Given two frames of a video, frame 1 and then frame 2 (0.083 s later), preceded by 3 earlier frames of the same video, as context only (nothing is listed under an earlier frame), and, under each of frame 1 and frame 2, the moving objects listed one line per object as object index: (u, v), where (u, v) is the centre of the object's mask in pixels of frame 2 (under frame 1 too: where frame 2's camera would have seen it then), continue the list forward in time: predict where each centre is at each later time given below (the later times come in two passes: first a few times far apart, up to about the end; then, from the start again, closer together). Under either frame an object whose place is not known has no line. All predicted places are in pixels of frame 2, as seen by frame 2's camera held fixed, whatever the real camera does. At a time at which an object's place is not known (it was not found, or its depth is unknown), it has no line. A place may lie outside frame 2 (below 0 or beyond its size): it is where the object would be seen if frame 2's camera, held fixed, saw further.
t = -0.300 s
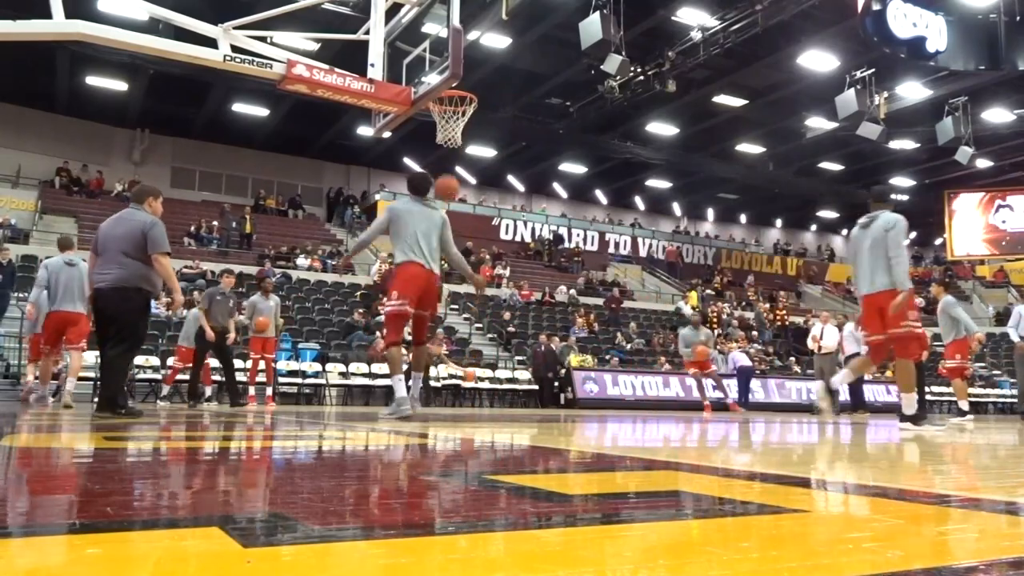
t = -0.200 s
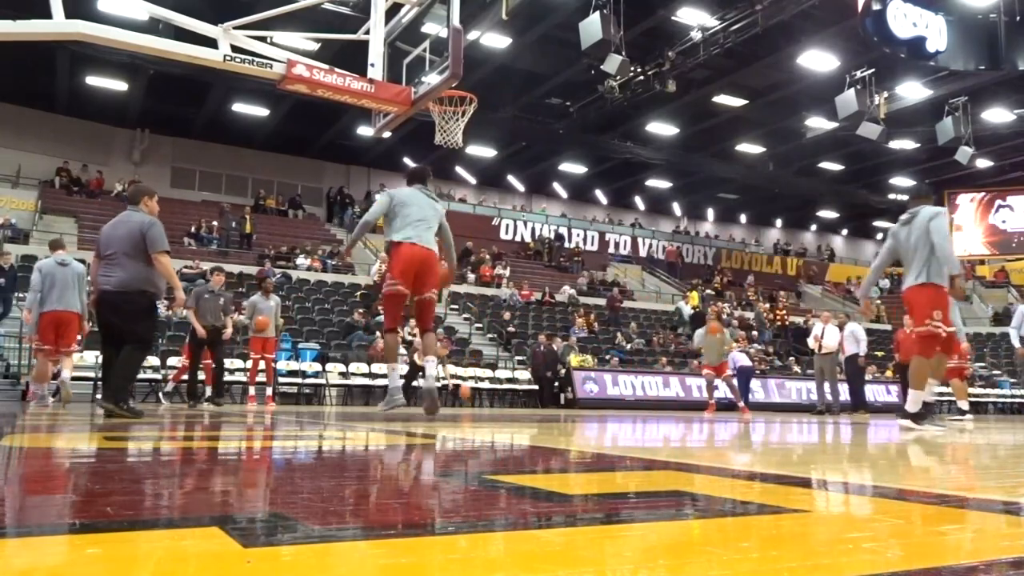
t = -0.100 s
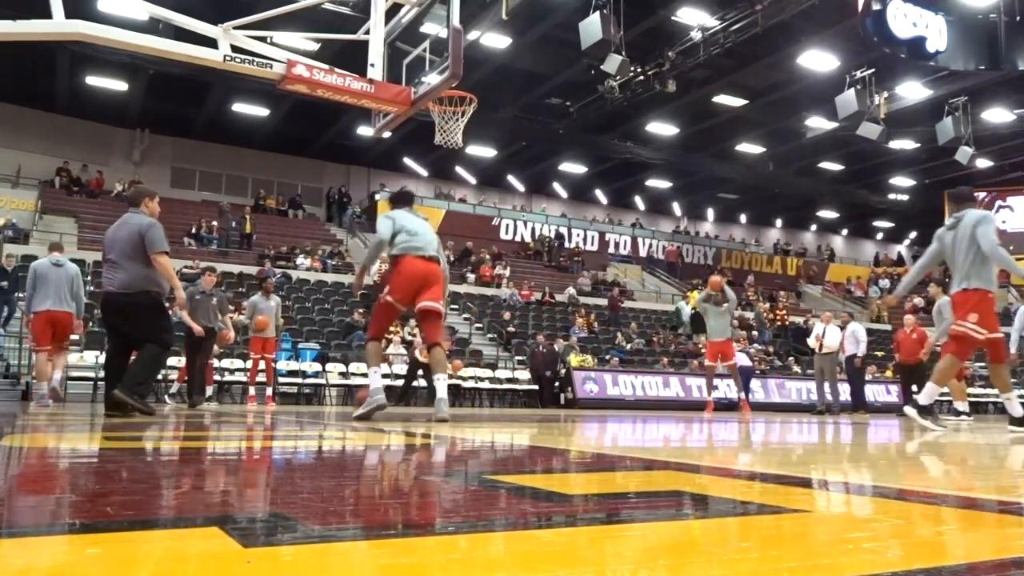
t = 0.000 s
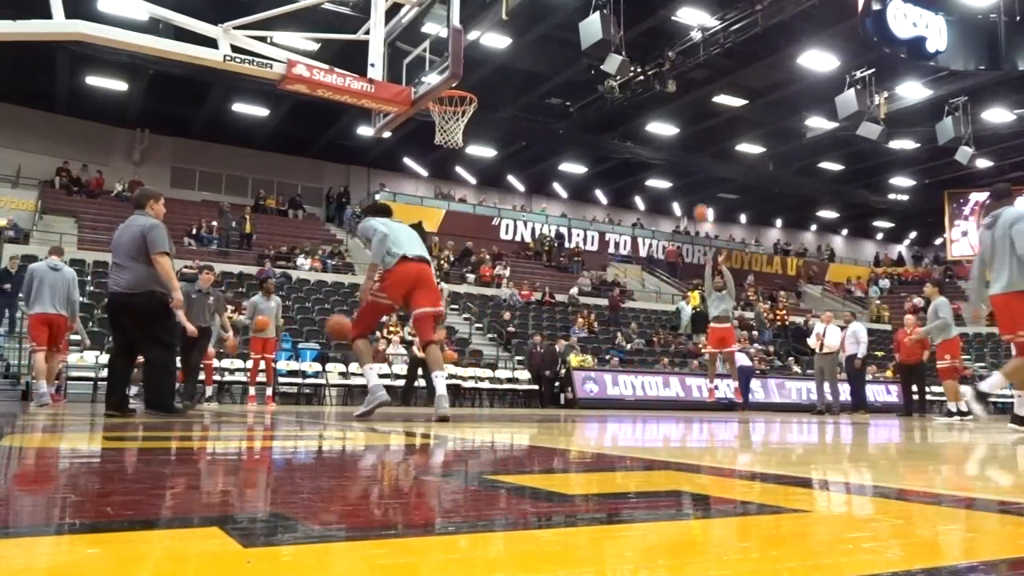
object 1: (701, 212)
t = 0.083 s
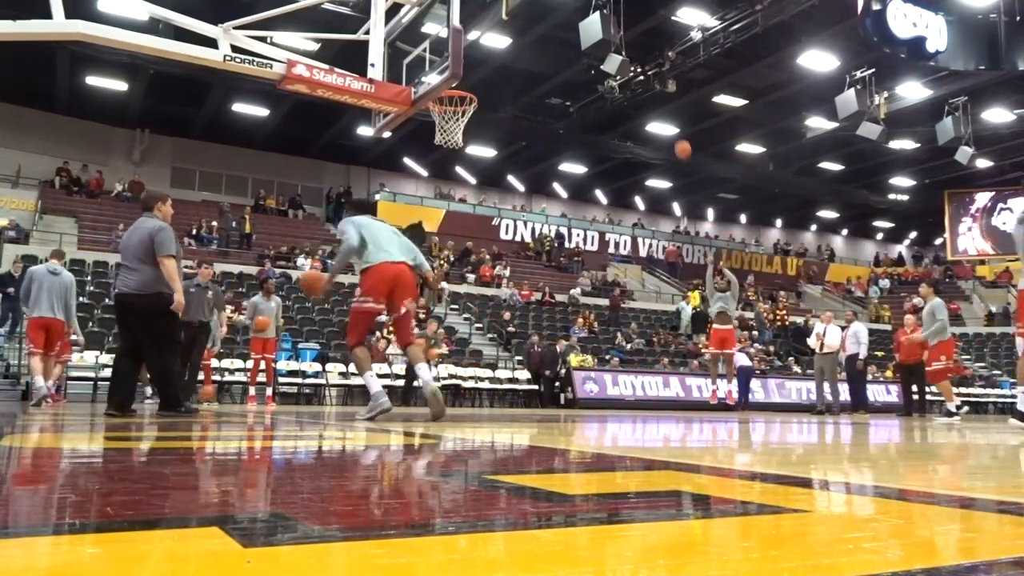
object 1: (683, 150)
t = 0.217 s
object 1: (651, 71)
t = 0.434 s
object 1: (591, 5)
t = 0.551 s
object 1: (553, 9)
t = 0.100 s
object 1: (680, 138)
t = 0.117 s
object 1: (677, 130)
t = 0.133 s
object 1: (672, 117)
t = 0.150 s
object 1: (668, 106)
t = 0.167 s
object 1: (663, 96)
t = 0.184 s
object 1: (661, 91)
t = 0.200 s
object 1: (657, 80)
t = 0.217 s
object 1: (651, 71)
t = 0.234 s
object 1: (647, 61)
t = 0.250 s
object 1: (645, 57)
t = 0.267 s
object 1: (639, 49)
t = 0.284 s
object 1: (634, 41)
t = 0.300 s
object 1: (629, 34)
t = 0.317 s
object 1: (627, 31)
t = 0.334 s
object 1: (622, 25)
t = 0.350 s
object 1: (617, 19)
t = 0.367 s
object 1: (611, 15)
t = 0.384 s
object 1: (608, 12)
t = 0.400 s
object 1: (603, 9)
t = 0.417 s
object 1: (597, 7)
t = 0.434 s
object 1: (591, 5)
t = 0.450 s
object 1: (589, 5)
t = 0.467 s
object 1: (582, 5)
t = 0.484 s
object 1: (576, 5)
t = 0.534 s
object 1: (560, 7)
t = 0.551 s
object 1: (553, 9)
